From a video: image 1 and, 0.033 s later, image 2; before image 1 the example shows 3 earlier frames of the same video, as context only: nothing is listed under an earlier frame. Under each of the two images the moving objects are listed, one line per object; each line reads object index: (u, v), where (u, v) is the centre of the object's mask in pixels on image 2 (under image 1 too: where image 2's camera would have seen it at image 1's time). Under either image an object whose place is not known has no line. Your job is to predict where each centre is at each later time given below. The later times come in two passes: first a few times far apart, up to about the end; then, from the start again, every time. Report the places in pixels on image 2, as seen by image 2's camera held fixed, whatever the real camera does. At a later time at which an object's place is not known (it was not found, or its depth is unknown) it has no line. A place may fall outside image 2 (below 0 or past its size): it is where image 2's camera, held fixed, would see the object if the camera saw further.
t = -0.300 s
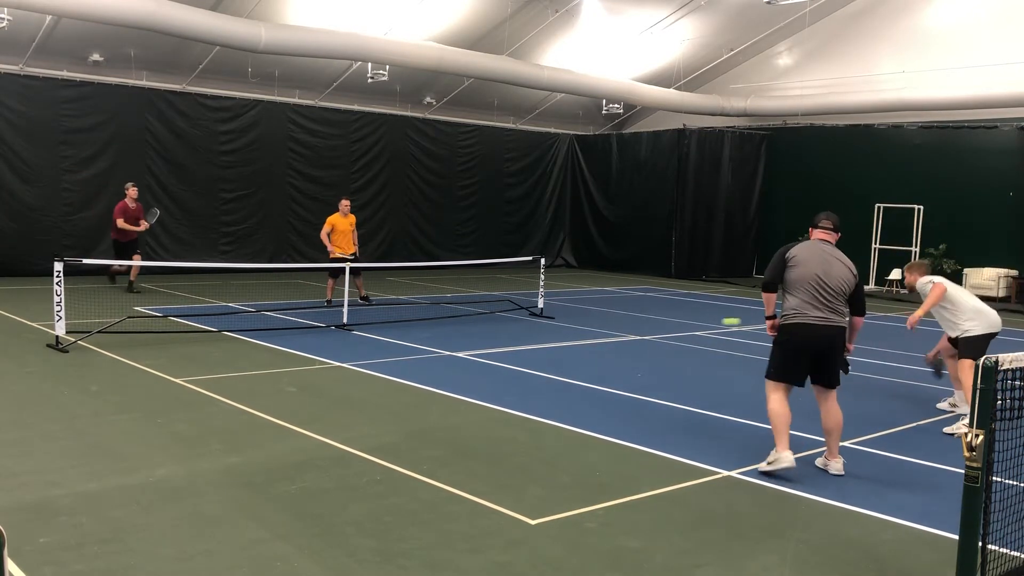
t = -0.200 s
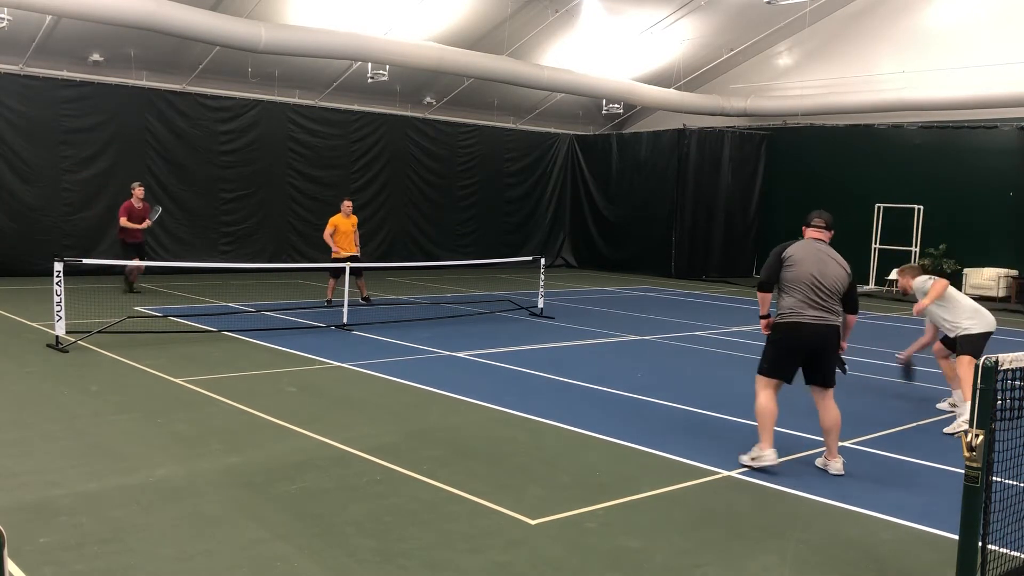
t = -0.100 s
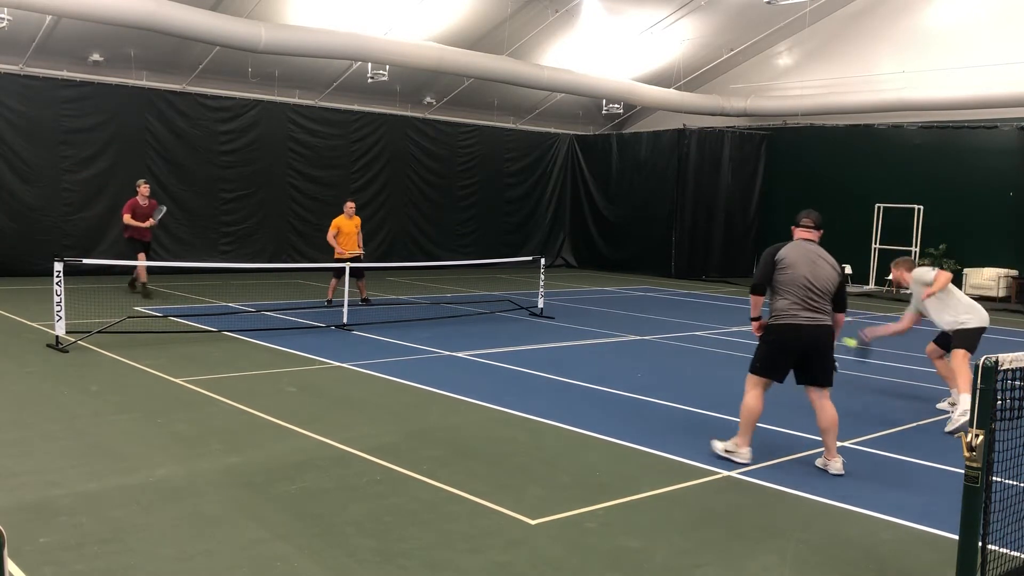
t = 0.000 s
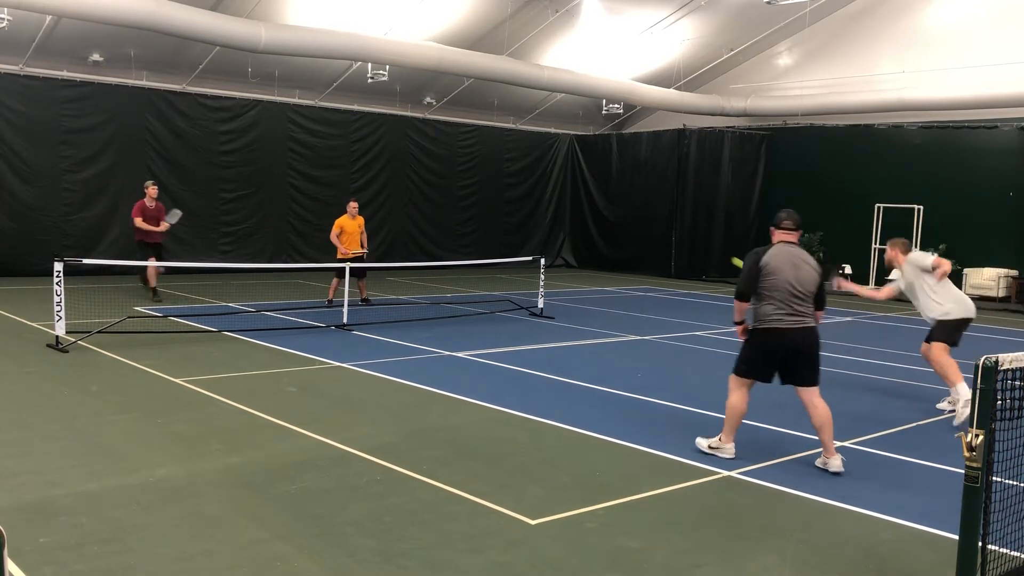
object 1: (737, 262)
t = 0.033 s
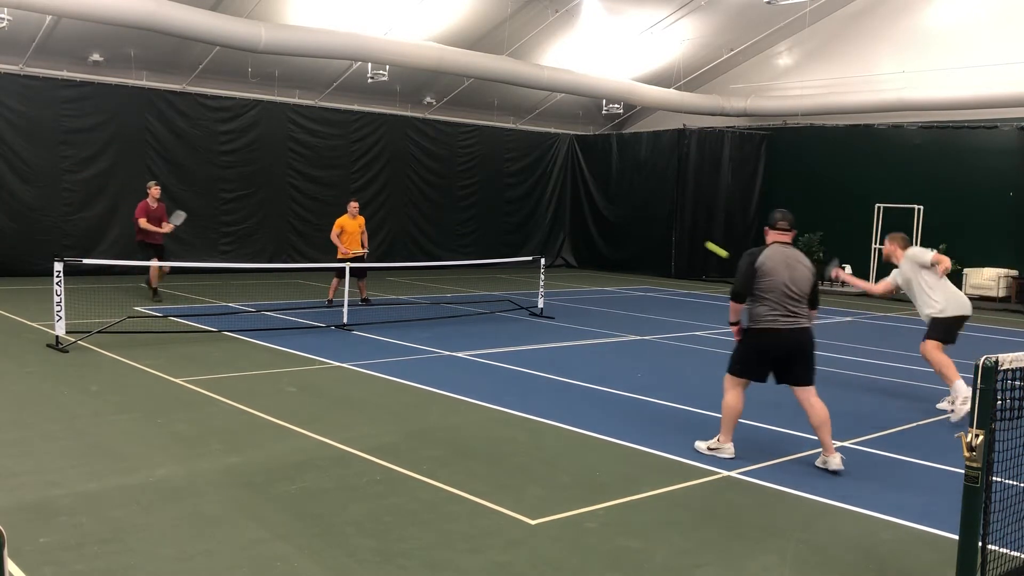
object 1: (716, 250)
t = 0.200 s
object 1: (598, 192)
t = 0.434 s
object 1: (465, 163)
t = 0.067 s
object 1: (691, 235)
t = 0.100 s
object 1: (666, 222)
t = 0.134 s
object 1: (642, 210)
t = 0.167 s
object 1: (620, 201)
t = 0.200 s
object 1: (598, 192)
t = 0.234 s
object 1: (577, 184)
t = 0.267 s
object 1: (556, 178)
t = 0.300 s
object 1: (537, 173)
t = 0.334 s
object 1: (518, 169)
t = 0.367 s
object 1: (500, 166)
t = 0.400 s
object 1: (482, 164)
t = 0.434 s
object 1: (465, 163)
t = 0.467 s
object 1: (449, 163)
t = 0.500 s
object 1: (433, 163)
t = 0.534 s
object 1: (417, 165)
